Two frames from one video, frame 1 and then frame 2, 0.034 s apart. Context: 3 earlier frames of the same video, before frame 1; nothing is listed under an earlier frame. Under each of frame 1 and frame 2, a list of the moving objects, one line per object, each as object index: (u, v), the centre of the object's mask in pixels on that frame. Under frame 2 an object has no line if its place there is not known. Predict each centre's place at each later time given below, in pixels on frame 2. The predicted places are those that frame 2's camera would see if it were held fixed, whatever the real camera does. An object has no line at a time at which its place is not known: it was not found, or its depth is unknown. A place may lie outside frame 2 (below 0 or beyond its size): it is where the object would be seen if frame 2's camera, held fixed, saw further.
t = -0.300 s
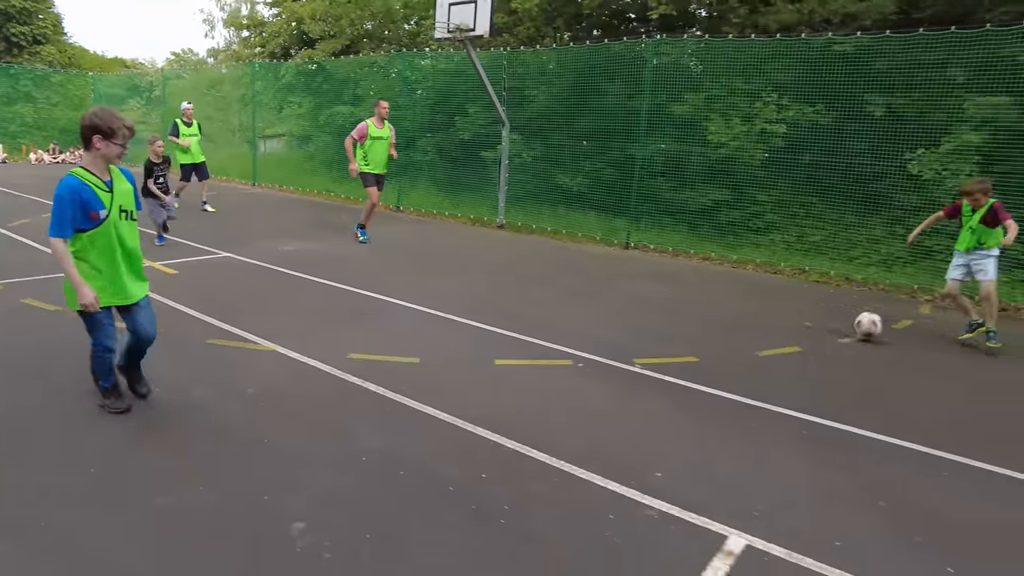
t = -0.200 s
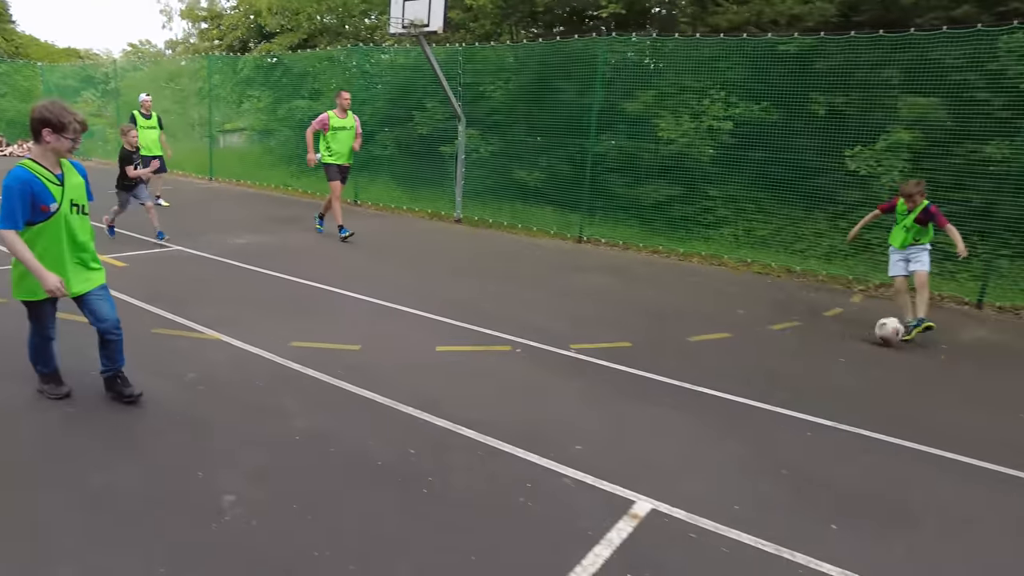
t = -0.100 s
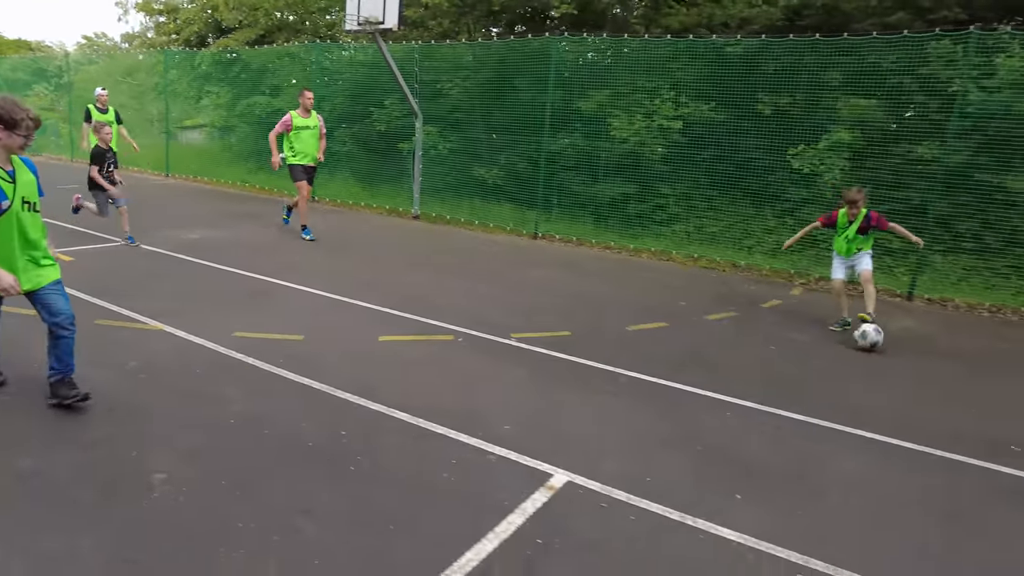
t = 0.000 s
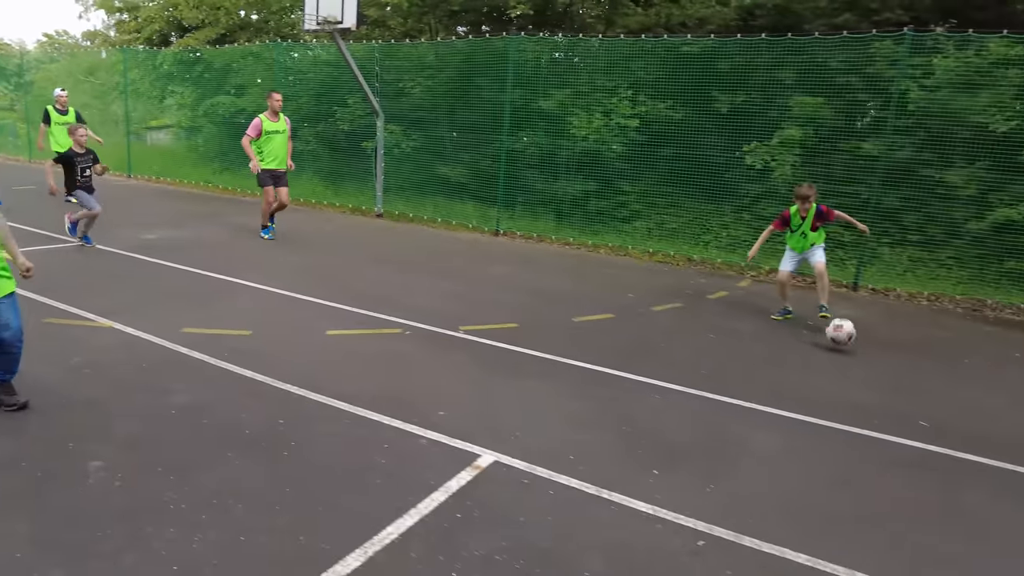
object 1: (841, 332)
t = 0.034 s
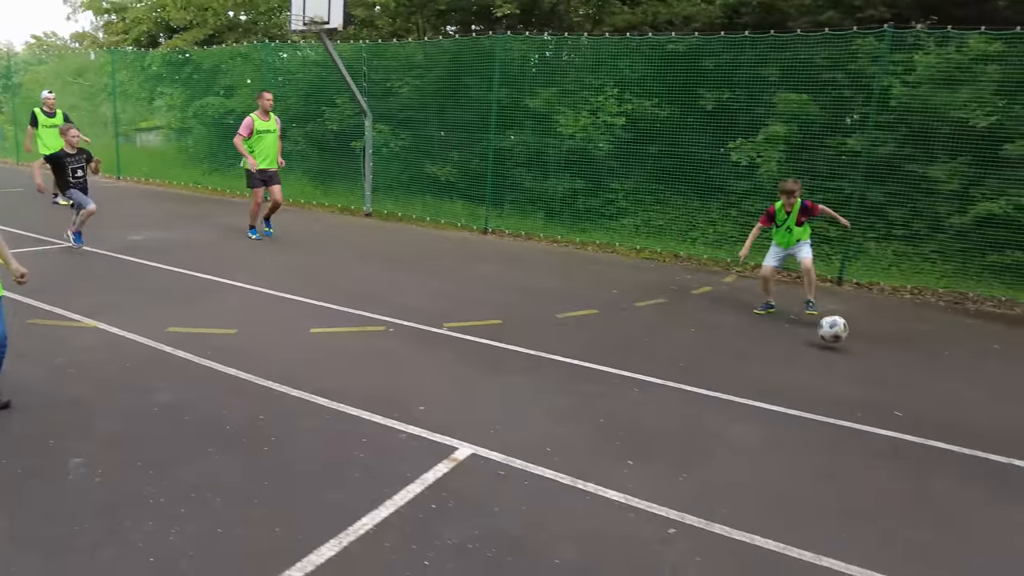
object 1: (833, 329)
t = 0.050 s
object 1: (839, 332)
